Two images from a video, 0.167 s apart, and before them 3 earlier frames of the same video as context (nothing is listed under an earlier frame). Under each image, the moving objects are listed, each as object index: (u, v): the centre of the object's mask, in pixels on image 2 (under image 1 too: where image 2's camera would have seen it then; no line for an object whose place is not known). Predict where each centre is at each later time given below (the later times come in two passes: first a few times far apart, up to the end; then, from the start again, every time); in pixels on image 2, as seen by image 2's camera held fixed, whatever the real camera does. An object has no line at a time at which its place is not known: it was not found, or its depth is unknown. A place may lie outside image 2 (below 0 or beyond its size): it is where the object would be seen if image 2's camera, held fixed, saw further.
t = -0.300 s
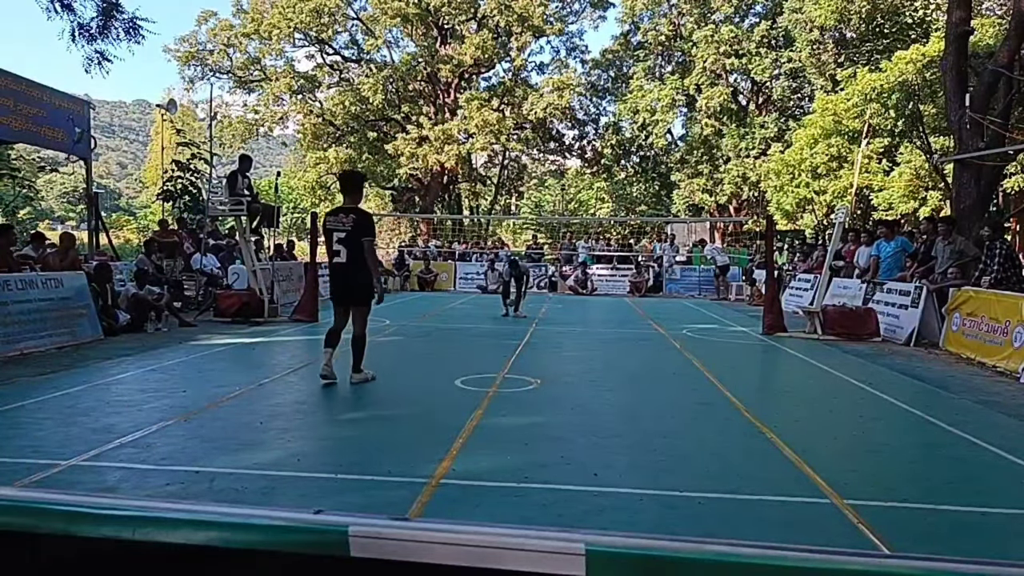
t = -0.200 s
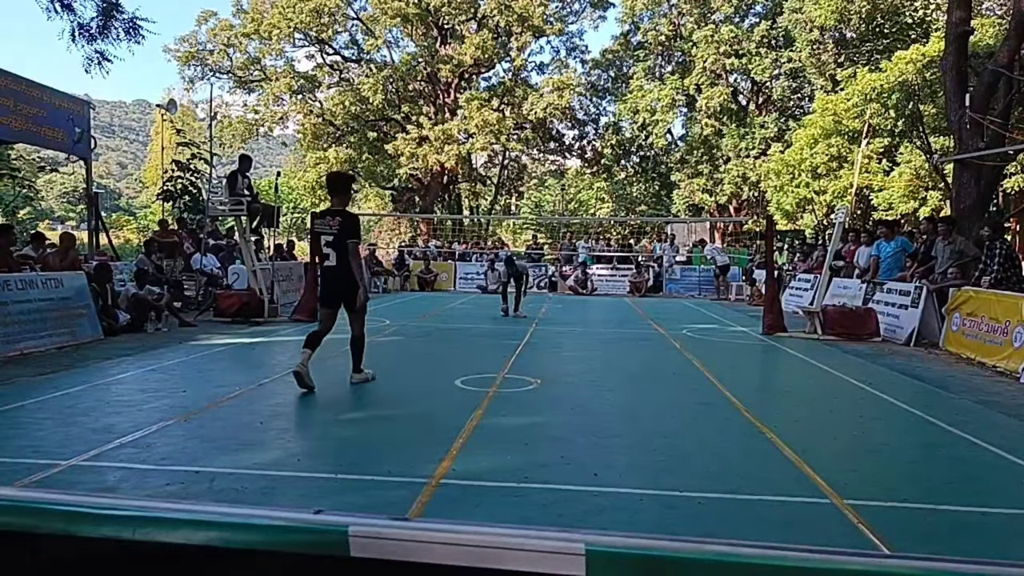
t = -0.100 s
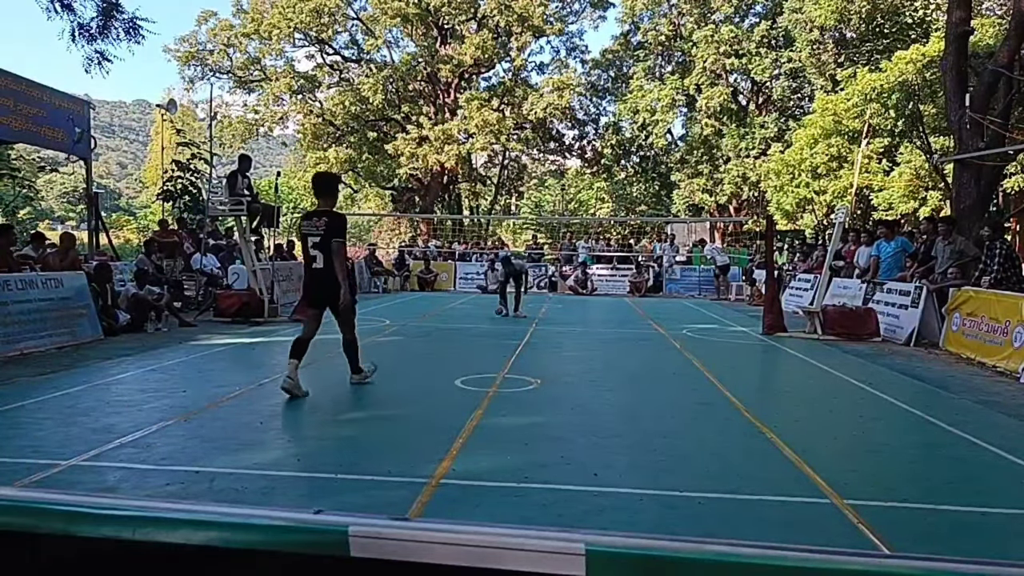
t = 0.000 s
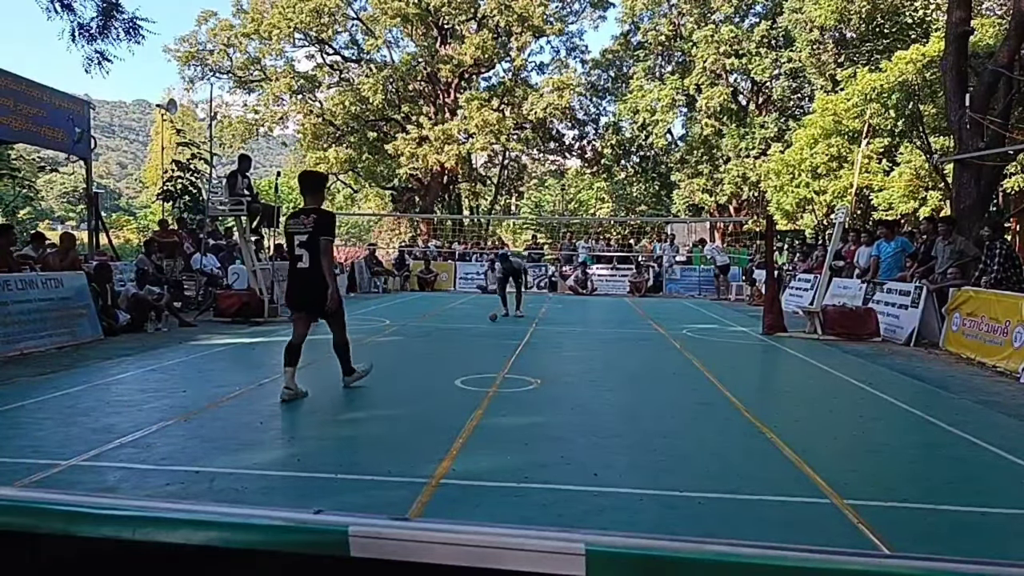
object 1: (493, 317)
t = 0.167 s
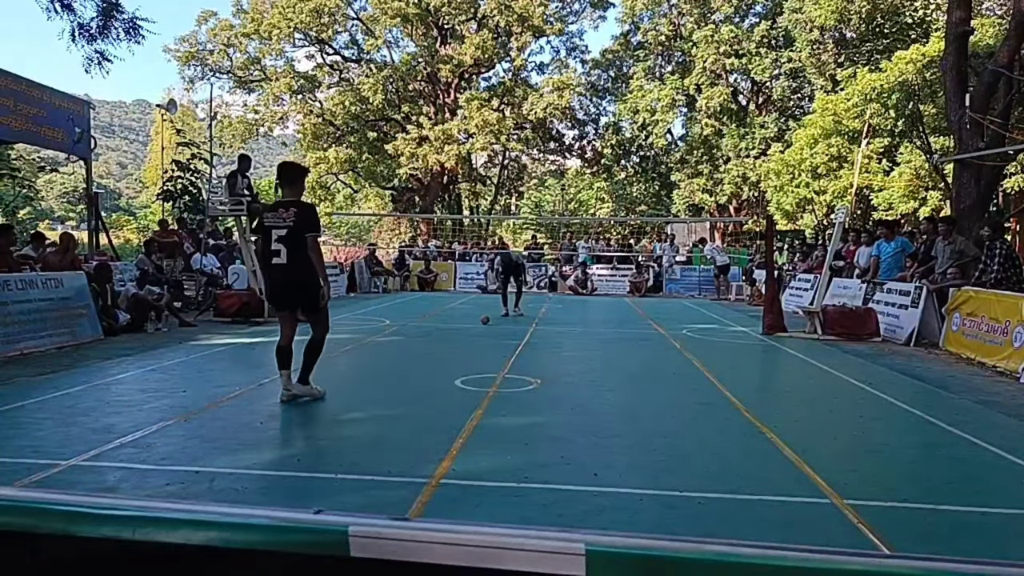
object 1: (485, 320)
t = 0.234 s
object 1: (481, 319)
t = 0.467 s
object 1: (469, 325)
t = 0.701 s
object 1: (456, 330)
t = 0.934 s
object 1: (442, 335)
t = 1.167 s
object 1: (427, 341)
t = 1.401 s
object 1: (411, 346)
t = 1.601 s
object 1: (396, 352)
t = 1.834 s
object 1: (376, 360)
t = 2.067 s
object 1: (353, 367)
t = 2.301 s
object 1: (327, 377)
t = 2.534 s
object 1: (297, 388)
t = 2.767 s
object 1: (264, 400)
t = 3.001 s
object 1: (226, 412)
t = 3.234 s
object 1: (184, 427)
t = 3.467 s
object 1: (138, 444)
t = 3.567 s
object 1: (115, 452)
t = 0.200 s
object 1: (483, 319)
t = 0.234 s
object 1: (481, 319)
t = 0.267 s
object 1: (480, 320)
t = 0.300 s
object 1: (478, 321)
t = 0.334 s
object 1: (476, 322)
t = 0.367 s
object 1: (475, 323)
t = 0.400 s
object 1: (473, 324)
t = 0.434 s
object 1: (471, 324)
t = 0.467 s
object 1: (469, 325)
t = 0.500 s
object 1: (467, 326)
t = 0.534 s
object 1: (465, 326)
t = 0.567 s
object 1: (463, 327)
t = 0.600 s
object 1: (461, 327)
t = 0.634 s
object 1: (460, 328)
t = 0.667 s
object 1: (458, 329)
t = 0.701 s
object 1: (456, 330)
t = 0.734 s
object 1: (454, 330)
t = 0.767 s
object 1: (452, 331)
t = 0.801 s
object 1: (450, 332)
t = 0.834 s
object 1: (448, 333)
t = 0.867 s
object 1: (446, 333)
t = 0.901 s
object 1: (444, 334)
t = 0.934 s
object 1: (442, 335)
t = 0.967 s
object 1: (440, 336)
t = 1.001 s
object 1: (438, 337)
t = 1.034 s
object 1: (436, 338)
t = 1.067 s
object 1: (434, 338)
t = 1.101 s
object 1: (431, 339)
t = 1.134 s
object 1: (429, 340)
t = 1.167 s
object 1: (427, 341)
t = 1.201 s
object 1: (425, 342)
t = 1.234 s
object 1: (423, 342)
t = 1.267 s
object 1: (420, 343)
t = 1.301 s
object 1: (418, 344)
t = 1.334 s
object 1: (416, 345)
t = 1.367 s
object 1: (414, 346)
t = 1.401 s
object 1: (411, 346)
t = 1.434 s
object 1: (409, 347)
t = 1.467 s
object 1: (406, 348)
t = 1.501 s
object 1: (403, 349)
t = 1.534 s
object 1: (400, 350)
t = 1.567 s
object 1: (398, 351)
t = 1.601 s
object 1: (396, 352)
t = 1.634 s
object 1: (393, 353)
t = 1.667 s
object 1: (390, 354)
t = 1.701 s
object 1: (387, 355)
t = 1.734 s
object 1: (384, 356)
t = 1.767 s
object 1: (381, 357)
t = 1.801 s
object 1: (379, 358)
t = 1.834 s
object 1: (376, 360)
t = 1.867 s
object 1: (373, 360)
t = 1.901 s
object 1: (369, 361)
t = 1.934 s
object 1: (366, 363)
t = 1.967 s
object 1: (363, 364)
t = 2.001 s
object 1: (360, 365)
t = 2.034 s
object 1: (356, 366)
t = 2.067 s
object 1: (353, 367)
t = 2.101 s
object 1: (349, 368)
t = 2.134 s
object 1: (345, 370)
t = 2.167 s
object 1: (342, 371)
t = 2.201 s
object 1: (338, 373)
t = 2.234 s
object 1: (334, 374)
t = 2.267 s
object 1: (331, 375)
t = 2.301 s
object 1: (327, 377)
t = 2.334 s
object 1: (323, 378)
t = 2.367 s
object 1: (319, 380)
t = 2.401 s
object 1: (314, 381)
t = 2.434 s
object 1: (310, 383)
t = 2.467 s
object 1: (306, 384)
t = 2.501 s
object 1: (301, 386)
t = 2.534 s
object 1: (297, 388)
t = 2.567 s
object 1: (292, 389)
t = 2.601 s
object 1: (288, 391)
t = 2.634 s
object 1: (283, 393)
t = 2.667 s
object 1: (278, 394)
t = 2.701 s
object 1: (274, 396)
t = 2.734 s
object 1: (269, 398)
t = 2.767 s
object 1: (264, 400)
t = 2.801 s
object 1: (259, 401)
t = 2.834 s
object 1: (254, 403)
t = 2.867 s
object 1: (248, 406)
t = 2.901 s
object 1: (243, 407)
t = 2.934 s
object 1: (237, 409)
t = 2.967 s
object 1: (232, 411)
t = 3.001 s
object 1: (226, 412)
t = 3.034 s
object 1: (220, 413)
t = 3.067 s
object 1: (214, 416)
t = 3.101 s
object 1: (208, 418)
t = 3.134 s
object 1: (202, 420)
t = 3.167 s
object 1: (196, 423)
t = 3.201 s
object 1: (190, 424)
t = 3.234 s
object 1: (184, 427)
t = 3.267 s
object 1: (177, 429)
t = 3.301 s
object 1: (171, 431)
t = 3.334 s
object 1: (165, 435)
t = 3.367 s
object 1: (158, 436)
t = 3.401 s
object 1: (151, 439)
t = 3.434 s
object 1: (145, 442)
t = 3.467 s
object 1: (138, 444)
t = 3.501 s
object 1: (130, 448)
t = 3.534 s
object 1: (123, 449)
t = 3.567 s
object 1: (115, 452)
